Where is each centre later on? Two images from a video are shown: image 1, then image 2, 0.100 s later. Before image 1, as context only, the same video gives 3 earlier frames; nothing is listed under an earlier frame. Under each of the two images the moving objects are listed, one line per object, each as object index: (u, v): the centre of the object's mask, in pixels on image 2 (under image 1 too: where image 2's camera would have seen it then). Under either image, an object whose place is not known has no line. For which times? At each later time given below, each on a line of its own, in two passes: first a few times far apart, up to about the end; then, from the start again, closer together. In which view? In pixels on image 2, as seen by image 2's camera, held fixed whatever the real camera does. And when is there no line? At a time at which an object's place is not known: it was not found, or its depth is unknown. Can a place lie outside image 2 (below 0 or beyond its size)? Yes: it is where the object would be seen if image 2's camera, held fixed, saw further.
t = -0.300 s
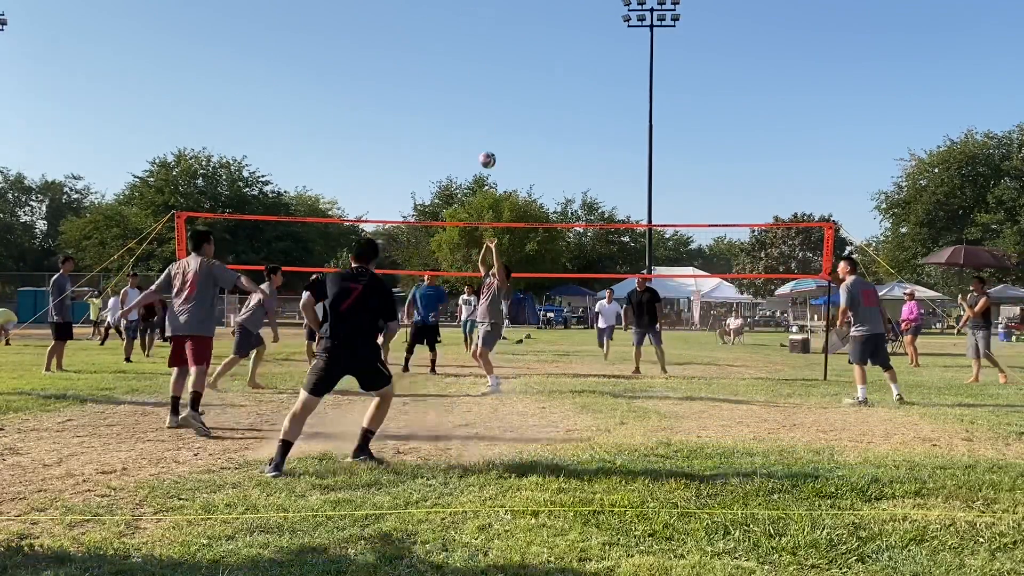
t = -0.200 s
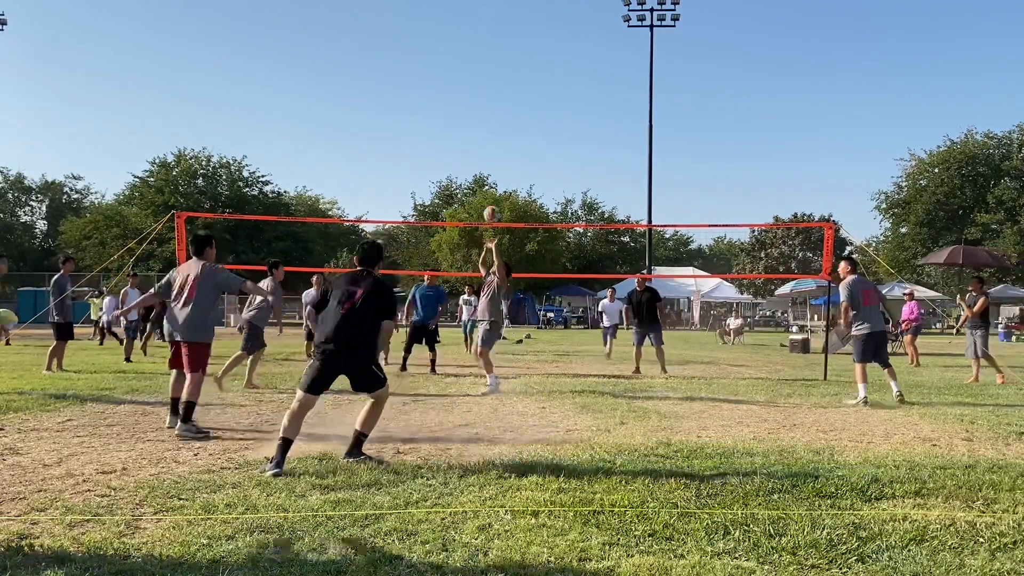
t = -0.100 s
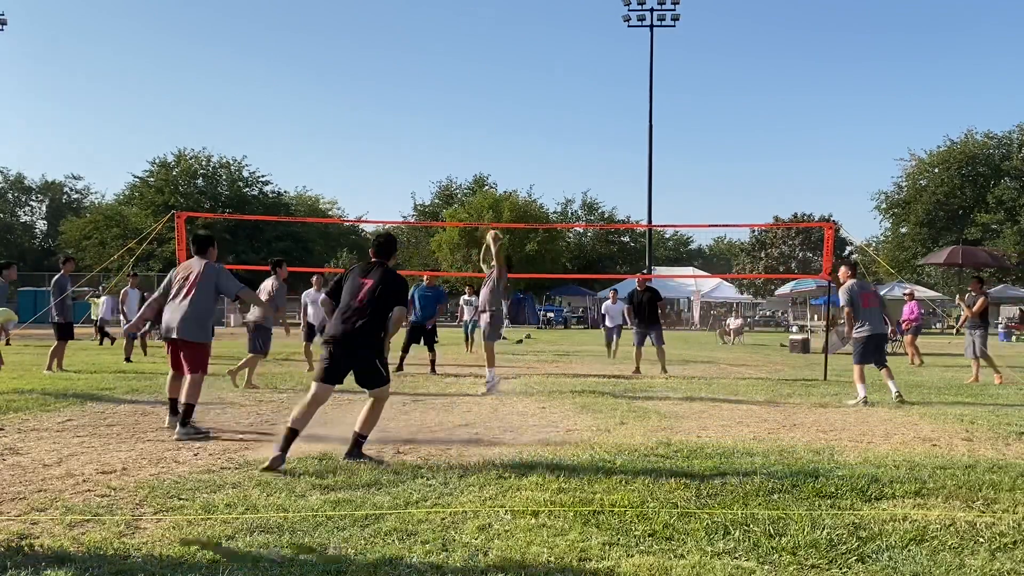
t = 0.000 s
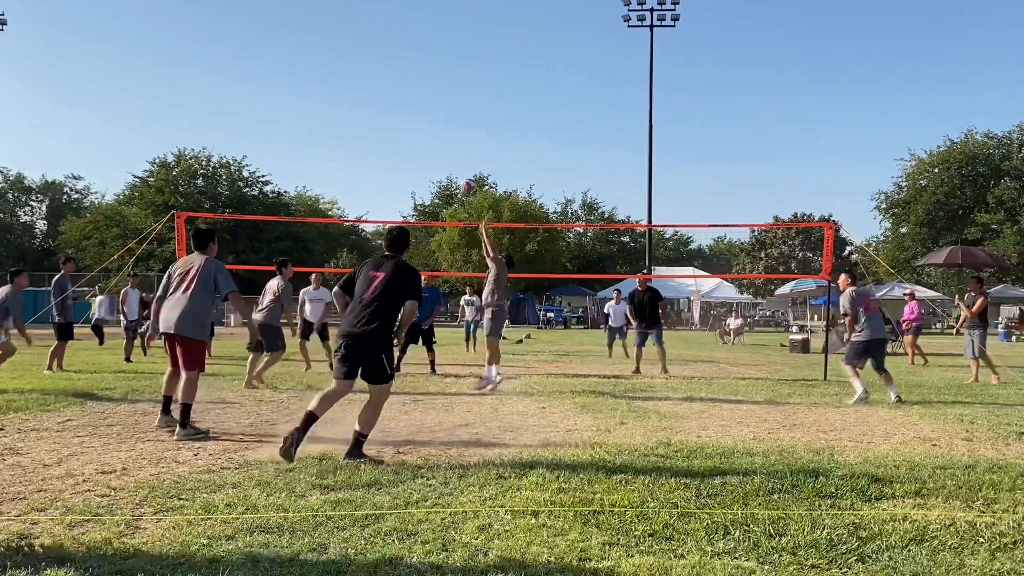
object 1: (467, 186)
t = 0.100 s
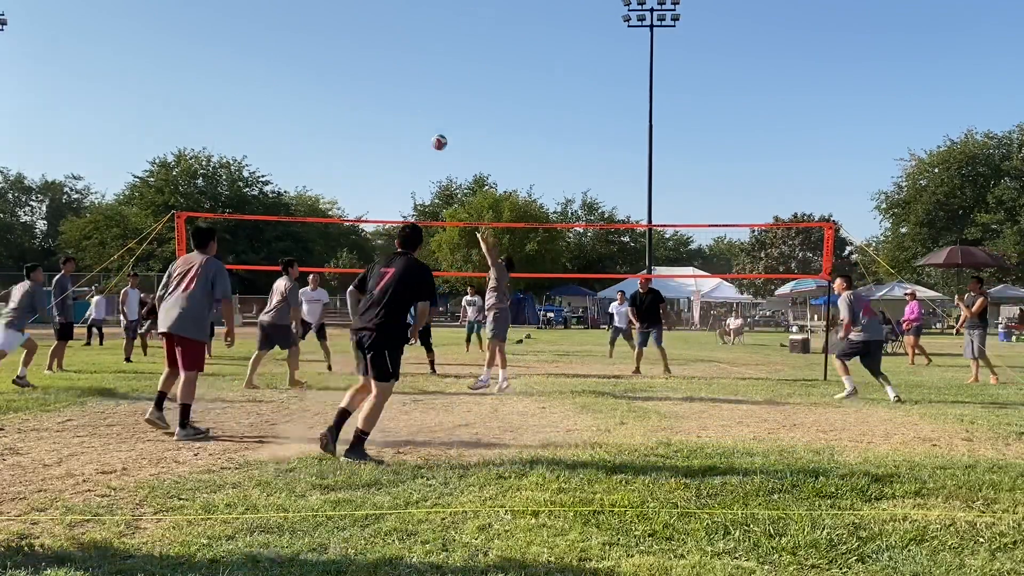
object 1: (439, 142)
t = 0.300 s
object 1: (386, 82)
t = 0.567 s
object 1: (322, 52)
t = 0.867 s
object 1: (258, 81)
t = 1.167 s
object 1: (201, 168)
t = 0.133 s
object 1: (430, 129)
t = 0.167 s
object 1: (421, 118)
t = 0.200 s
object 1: (411, 108)
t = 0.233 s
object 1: (402, 99)
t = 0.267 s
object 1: (394, 90)
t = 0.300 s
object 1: (386, 82)
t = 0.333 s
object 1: (377, 75)
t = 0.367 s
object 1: (369, 69)
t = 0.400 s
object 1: (361, 64)
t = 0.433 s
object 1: (353, 60)
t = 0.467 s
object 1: (345, 57)
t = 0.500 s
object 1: (337, 54)
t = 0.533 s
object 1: (329, 53)
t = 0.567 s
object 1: (322, 52)
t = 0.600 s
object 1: (314, 52)
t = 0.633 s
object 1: (307, 53)
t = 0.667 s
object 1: (300, 55)
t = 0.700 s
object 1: (292, 58)
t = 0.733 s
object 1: (285, 61)
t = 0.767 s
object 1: (278, 65)
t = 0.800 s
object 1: (272, 70)
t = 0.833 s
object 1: (265, 75)
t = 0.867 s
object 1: (258, 81)
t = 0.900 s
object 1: (251, 88)
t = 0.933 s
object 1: (245, 96)
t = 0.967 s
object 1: (238, 104)
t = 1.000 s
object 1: (232, 113)
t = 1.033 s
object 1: (226, 123)
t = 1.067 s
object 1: (220, 133)
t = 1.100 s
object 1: (213, 144)
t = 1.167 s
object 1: (201, 168)
